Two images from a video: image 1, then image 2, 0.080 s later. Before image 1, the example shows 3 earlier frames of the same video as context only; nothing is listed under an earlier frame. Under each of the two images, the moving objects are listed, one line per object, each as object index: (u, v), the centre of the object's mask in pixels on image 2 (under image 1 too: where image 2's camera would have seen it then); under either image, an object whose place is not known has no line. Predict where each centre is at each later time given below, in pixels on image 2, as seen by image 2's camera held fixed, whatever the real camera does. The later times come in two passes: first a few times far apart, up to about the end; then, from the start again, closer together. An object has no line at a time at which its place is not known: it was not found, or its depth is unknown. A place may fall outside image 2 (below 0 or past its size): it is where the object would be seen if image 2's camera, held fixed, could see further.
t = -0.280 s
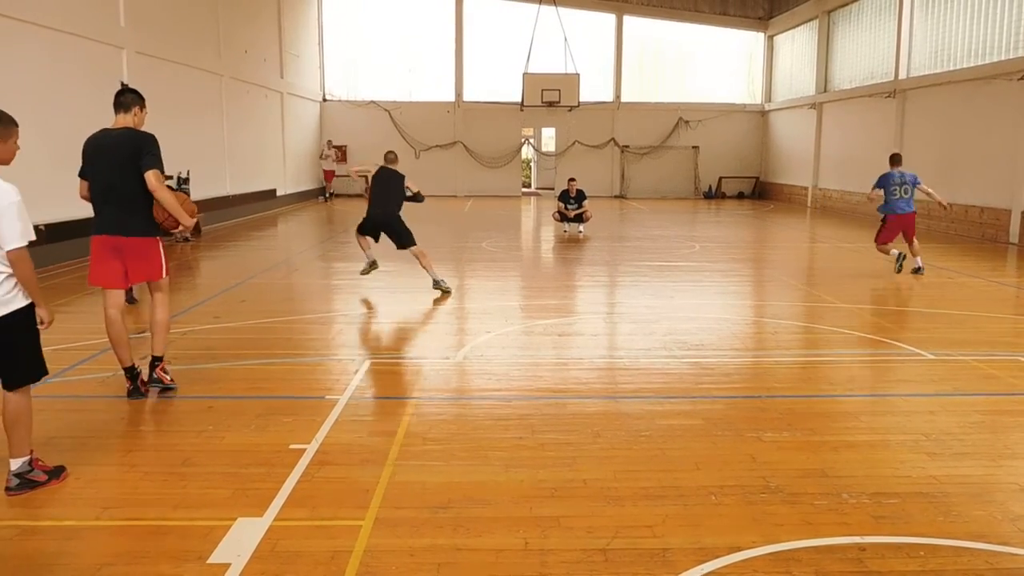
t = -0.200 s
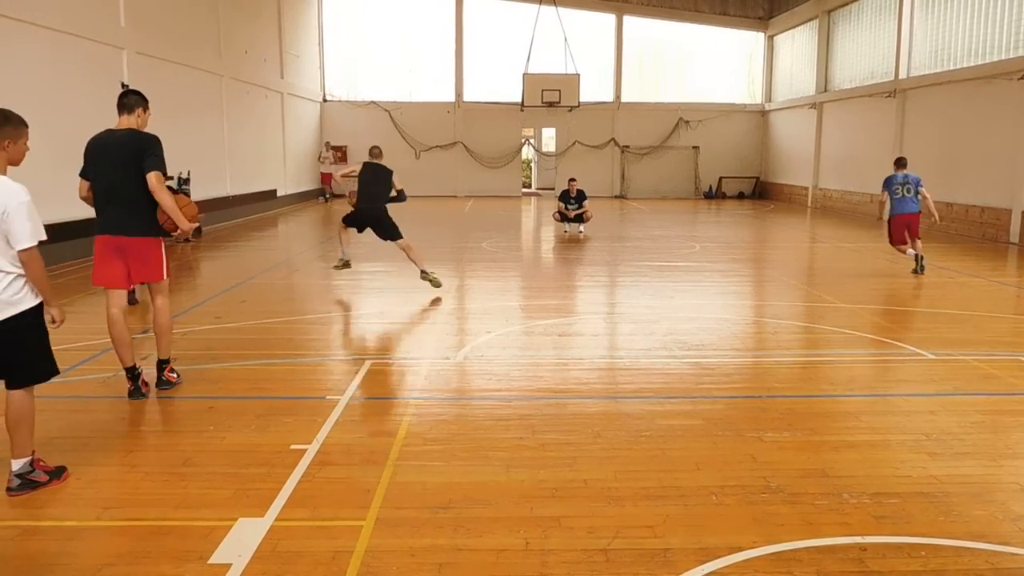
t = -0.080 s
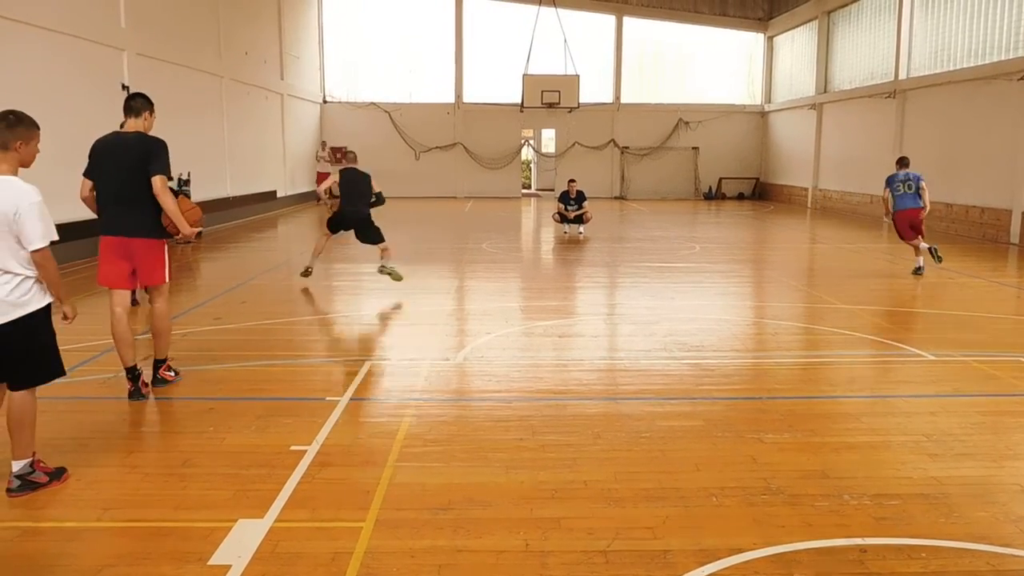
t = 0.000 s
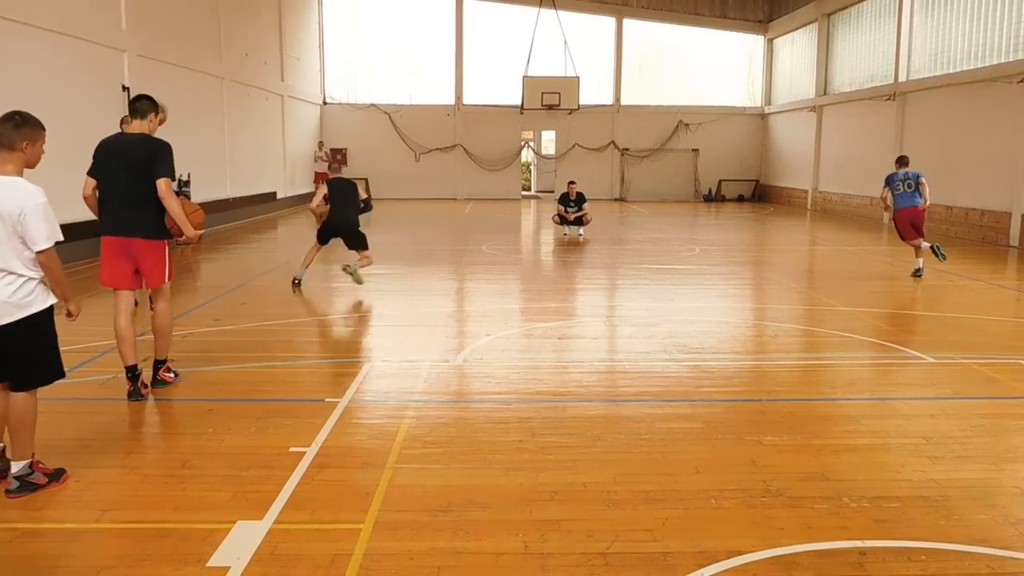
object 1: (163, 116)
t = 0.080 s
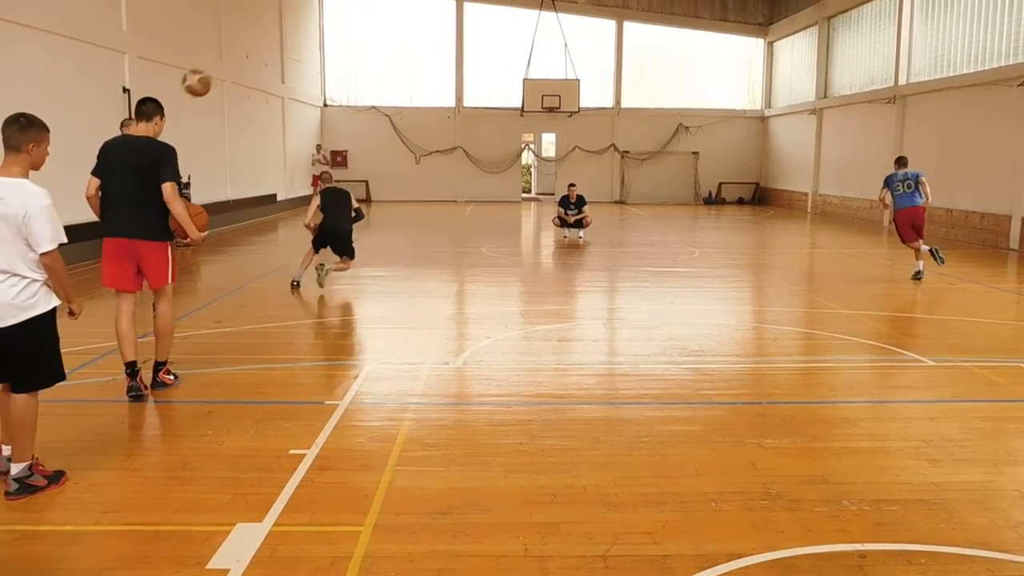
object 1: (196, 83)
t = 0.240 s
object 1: (295, 32)
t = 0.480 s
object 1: (483, 8)
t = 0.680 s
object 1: (683, 50)
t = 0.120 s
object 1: (220, 68)
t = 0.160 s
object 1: (244, 55)
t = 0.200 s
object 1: (269, 43)
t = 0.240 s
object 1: (295, 32)
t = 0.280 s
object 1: (323, 23)
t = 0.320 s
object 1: (352, 16)
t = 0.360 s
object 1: (383, 10)
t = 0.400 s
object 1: (415, 8)
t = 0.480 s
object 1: (483, 8)
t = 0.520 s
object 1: (520, 9)
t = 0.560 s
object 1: (556, 13)
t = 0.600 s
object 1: (597, 23)
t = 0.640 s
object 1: (638, 35)
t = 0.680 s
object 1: (683, 50)
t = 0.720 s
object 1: (729, 68)
